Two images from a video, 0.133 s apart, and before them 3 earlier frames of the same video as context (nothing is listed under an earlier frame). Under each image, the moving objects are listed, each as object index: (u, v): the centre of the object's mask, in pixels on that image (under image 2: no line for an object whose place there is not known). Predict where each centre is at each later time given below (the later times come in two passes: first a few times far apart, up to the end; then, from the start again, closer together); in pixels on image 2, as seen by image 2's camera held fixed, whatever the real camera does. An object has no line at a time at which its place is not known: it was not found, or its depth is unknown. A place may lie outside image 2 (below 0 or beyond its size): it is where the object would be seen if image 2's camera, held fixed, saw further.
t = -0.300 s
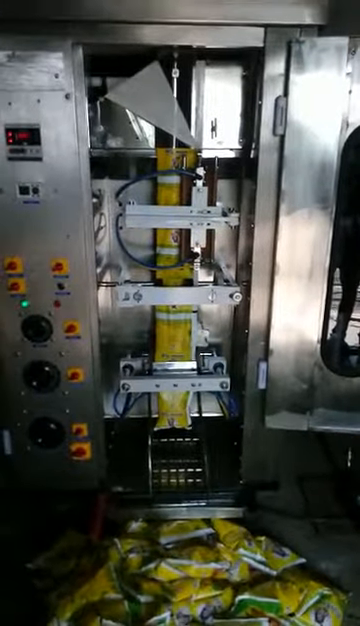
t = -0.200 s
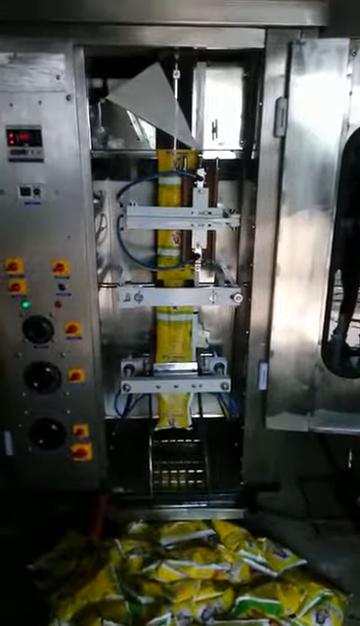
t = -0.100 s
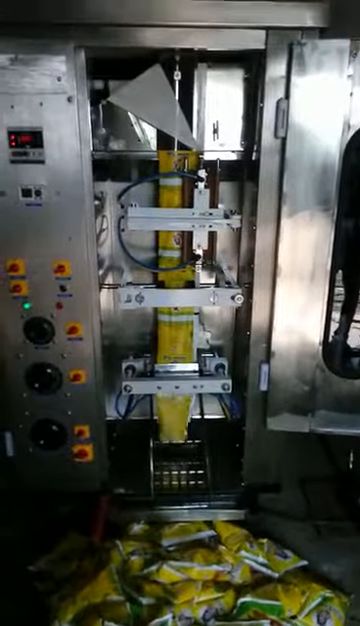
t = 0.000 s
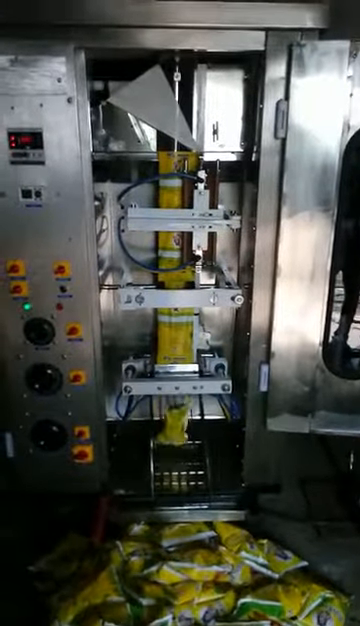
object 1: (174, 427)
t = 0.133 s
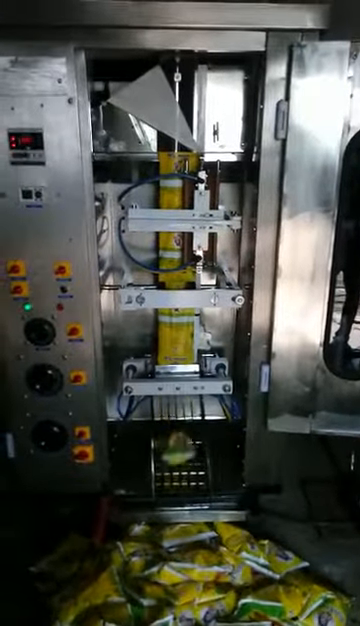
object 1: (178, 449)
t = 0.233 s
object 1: (176, 477)
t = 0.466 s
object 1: (180, 532)
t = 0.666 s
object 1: (184, 538)
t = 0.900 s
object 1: (184, 538)
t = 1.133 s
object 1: (184, 538)
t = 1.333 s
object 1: (184, 537)
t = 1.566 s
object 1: (184, 537)
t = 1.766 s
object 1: (184, 537)
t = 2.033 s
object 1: (184, 537)
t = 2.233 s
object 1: (184, 537)
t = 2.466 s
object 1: (184, 537)
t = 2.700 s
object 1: (184, 537)
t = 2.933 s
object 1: (183, 537)
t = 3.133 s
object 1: (183, 537)
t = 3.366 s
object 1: (183, 537)
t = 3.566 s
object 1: (184, 537)
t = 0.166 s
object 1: (174, 459)
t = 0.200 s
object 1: (174, 469)
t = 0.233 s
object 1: (176, 477)
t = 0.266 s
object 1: (178, 485)
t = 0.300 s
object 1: (179, 496)
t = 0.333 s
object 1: (180, 510)
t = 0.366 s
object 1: (180, 517)
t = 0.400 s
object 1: (180, 524)
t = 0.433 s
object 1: (180, 529)
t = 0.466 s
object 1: (180, 532)
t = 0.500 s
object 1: (181, 534)
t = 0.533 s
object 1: (182, 536)
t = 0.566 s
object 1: (182, 537)
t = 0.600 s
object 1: (183, 538)
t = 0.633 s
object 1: (183, 538)
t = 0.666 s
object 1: (184, 538)
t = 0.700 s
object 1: (184, 538)
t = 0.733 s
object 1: (184, 538)
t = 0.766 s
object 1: (184, 538)
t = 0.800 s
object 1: (184, 538)
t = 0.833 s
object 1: (185, 538)
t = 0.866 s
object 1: (185, 538)
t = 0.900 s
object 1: (184, 538)
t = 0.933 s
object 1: (184, 538)
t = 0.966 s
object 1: (184, 537)
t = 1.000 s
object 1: (184, 538)
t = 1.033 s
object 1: (184, 538)
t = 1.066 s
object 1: (184, 538)
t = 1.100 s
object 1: (184, 538)
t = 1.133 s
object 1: (184, 538)
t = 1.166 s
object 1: (184, 537)
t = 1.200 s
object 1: (184, 538)
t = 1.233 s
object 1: (184, 537)
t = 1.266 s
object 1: (184, 537)
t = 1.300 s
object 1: (184, 537)
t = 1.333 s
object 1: (184, 537)
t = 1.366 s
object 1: (184, 537)
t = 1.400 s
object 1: (184, 537)
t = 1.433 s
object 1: (184, 537)
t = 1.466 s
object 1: (184, 537)
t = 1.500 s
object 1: (184, 537)
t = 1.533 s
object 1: (184, 537)
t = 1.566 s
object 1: (184, 537)
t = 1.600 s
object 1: (184, 537)
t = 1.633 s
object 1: (184, 537)
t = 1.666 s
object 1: (184, 537)
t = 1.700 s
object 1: (184, 537)
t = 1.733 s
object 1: (184, 537)
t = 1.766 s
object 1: (184, 537)
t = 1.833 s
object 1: (184, 537)
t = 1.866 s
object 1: (184, 537)
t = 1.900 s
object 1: (184, 537)
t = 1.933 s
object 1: (184, 537)
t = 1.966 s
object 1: (184, 537)
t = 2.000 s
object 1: (183, 537)
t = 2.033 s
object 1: (184, 537)
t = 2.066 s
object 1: (184, 537)
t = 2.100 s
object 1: (184, 537)
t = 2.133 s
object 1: (184, 537)
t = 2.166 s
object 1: (184, 537)
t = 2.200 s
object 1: (184, 537)
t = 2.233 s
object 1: (184, 537)
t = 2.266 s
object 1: (184, 537)
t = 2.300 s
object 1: (184, 537)
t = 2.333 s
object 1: (184, 537)
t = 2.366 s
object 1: (184, 537)
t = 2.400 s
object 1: (184, 537)
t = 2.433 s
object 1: (184, 537)
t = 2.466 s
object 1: (184, 537)
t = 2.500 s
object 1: (184, 537)
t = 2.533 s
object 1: (184, 537)
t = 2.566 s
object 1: (184, 537)
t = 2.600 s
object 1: (184, 537)
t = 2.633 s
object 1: (184, 537)
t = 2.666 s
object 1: (184, 537)
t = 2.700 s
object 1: (184, 537)
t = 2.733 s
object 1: (184, 537)
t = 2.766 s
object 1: (184, 537)
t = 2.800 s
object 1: (184, 537)
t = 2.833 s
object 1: (183, 537)
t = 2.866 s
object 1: (183, 537)
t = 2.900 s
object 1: (183, 537)
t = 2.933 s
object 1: (183, 537)
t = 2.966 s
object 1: (183, 537)
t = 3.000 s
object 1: (183, 537)
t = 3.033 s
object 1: (183, 537)
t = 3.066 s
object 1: (183, 537)
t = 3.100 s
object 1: (183, 537)
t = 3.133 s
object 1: (183, 537)
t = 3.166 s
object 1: (183, 537)
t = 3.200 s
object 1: (183, 537)
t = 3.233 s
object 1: (183, 537)
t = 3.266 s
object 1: (183, 537)
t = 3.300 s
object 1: (183, 537)
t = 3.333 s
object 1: (183, 537)
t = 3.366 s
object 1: (183, 537)
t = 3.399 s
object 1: (184, 537)
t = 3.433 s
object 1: (183, 537)
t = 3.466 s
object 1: (184, 537)
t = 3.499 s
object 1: (184, 537)
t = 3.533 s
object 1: (184, 537)
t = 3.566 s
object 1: (184, 537)
